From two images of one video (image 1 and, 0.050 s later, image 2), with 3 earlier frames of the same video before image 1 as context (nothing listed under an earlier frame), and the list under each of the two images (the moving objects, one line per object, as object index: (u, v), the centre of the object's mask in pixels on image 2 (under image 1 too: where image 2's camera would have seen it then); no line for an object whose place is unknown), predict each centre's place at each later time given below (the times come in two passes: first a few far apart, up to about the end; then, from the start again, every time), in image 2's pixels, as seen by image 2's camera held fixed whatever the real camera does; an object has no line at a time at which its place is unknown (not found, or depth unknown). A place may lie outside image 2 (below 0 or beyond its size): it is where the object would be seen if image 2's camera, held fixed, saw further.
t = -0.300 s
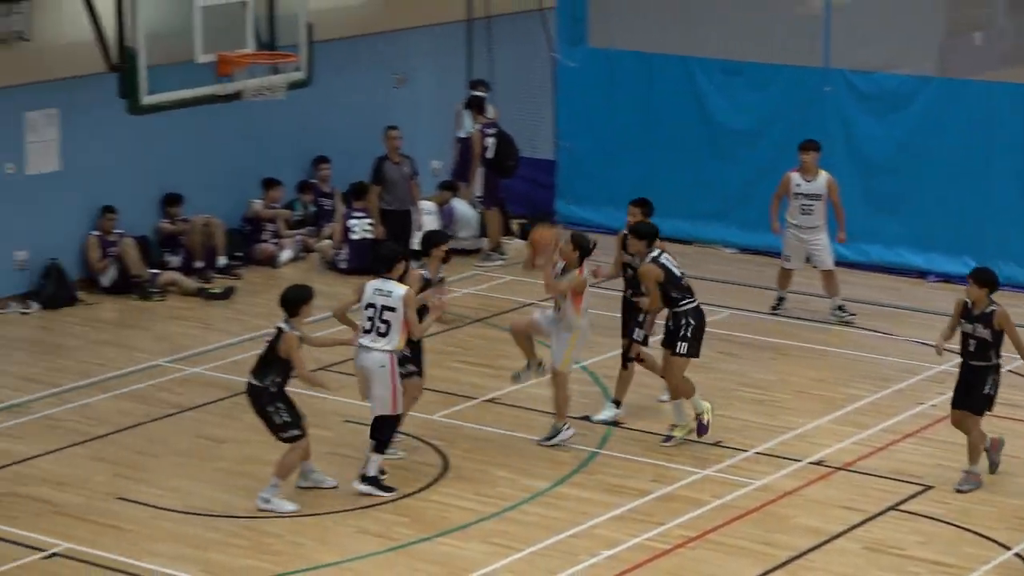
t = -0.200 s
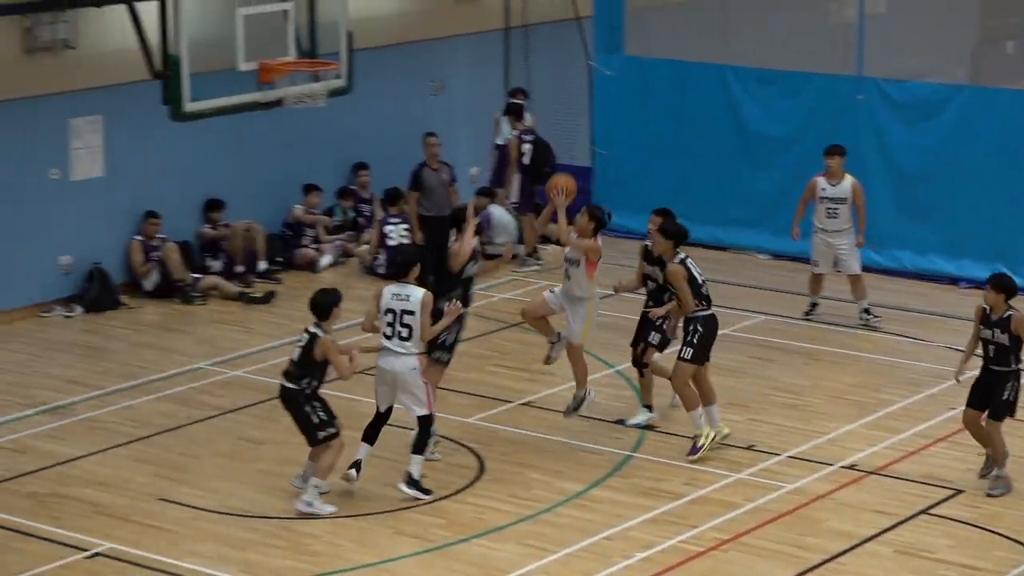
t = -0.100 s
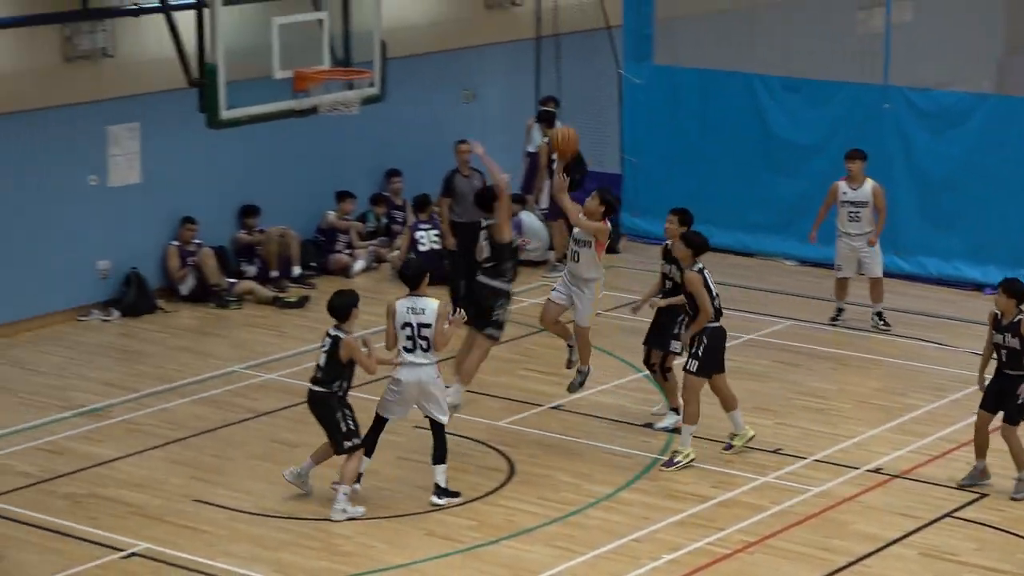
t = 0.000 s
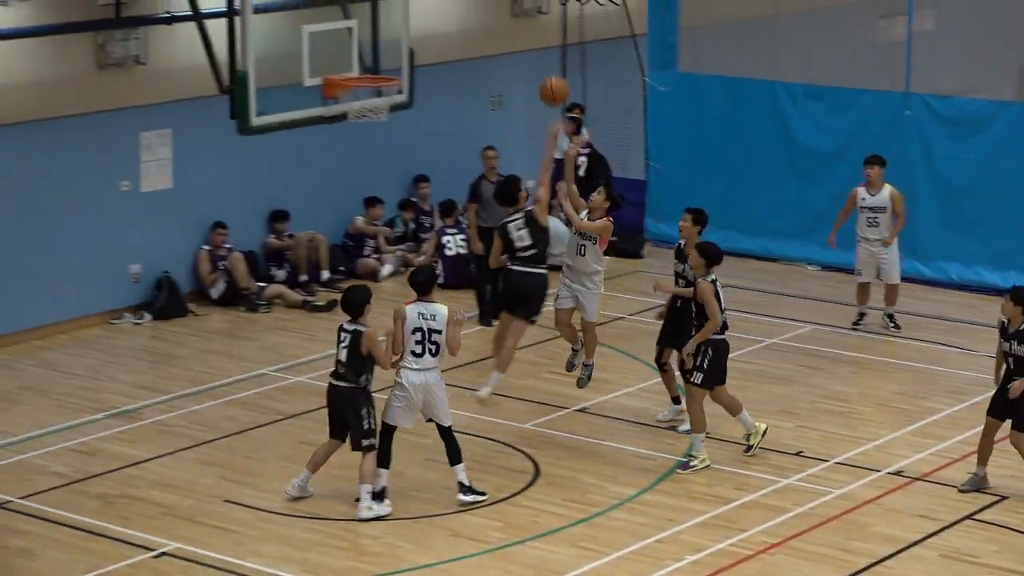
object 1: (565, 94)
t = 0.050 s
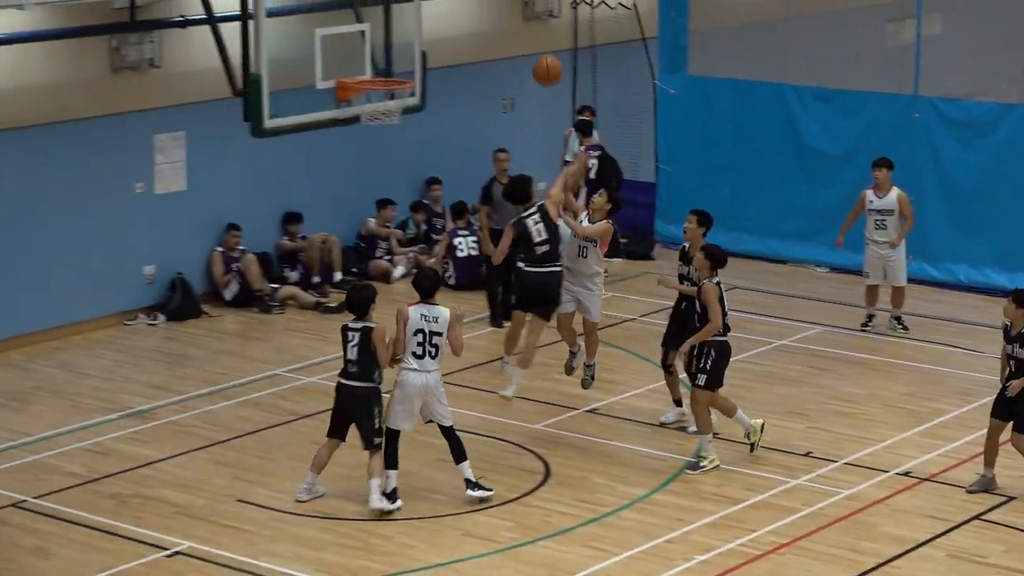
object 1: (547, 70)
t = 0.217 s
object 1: (487, 13)
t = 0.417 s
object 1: (416, -6)
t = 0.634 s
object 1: (381, 11)
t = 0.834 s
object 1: (395, 73)
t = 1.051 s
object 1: (381, 68)
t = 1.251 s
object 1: (381, 101)
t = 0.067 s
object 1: (541, 63)
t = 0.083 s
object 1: (534, 56)
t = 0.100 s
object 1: (529, 50)
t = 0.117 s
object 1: (523, 43)
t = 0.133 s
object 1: (517, 37)
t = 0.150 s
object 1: (511, 32)
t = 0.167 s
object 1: (504, 27)
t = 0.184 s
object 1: (499, 22)
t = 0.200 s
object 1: (493, 18)
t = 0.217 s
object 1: (487, 13)
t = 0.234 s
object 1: (481, 9)
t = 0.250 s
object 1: (475, 5)
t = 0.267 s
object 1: (469, 2)
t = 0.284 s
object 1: (463, 0)
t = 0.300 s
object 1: (458, -1)
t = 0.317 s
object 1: (452, -2)
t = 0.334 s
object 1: (446, -3)
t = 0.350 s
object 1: (440, -4)
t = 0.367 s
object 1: (433, -5)
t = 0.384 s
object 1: (428, -6)
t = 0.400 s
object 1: (422, -6)
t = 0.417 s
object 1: (416, -6)
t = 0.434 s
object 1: (410, -6)
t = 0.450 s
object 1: (404, -6)
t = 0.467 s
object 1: (397, -6)
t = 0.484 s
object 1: (391, -5)
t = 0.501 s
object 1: (386, -5)
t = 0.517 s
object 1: (380, -4)
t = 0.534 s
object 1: (376, -3)
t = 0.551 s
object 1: (376, -2)
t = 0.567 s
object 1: (377, 0)
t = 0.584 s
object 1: (378, 2)
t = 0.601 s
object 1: (379, 5)
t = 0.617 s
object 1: (380, 8)
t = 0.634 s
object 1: (381, 11)
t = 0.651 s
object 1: (383, 15)
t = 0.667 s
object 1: (384, 19)
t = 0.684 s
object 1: (385, 23)
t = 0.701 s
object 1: (386, 28)
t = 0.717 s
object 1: (388, 33)
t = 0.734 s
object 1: (389, 39)
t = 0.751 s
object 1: (390, 45)
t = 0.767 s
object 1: (391, 51)
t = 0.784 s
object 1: (392, 58)
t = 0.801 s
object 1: (394, 64)
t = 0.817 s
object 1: (395, 72)
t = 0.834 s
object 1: (395, 73)
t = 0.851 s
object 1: (394, 71)
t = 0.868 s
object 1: (394, 70)
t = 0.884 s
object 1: (392, 67)
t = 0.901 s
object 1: (391, 66)
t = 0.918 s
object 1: (388, 64)
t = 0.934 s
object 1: (387, 63)
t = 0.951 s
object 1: (387, 63)
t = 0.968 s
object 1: (387, 63)
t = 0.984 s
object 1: (385, 63)
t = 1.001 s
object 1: (384, 64)
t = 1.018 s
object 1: (383, 65)
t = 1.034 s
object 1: (382, 67)
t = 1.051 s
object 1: (381, 68)
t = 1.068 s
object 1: (380, 69)
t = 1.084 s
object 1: (379, 71)
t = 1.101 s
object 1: (377, 73)
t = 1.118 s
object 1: (377, 75)
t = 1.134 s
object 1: (375, 77)
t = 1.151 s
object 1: (375, 78)
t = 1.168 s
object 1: (375, 80)
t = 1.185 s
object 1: (377, 87)
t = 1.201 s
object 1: (379, 93)
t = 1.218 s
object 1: (380, 99)
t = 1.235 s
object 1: (381, 100)
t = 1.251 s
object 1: (381, 101)
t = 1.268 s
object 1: (382, 101)
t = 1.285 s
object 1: (385, 116)
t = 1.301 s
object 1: (388, 128)
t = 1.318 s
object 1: (389, 131)
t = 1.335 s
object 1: (390, 134)
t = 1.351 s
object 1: (391, 139)
